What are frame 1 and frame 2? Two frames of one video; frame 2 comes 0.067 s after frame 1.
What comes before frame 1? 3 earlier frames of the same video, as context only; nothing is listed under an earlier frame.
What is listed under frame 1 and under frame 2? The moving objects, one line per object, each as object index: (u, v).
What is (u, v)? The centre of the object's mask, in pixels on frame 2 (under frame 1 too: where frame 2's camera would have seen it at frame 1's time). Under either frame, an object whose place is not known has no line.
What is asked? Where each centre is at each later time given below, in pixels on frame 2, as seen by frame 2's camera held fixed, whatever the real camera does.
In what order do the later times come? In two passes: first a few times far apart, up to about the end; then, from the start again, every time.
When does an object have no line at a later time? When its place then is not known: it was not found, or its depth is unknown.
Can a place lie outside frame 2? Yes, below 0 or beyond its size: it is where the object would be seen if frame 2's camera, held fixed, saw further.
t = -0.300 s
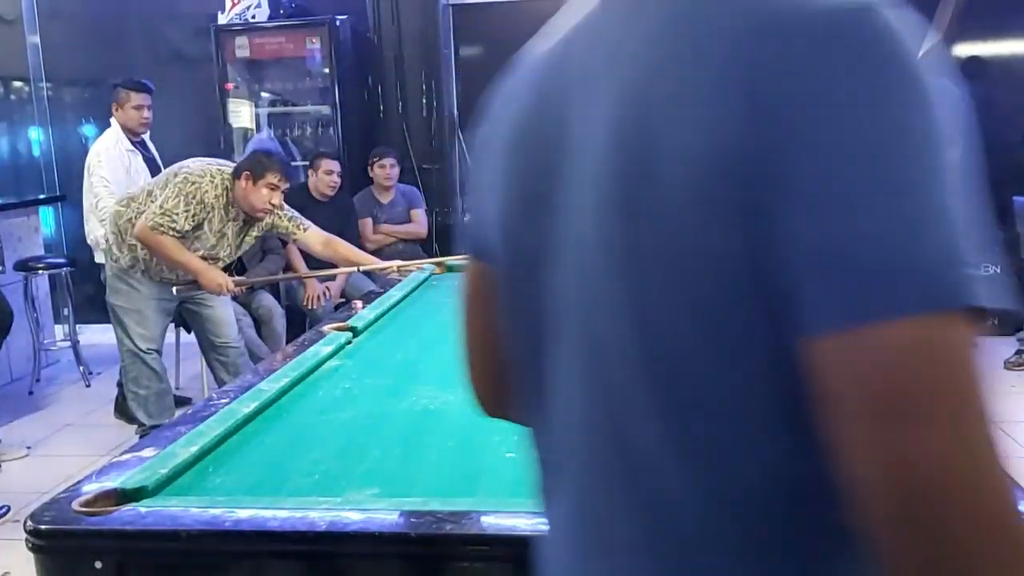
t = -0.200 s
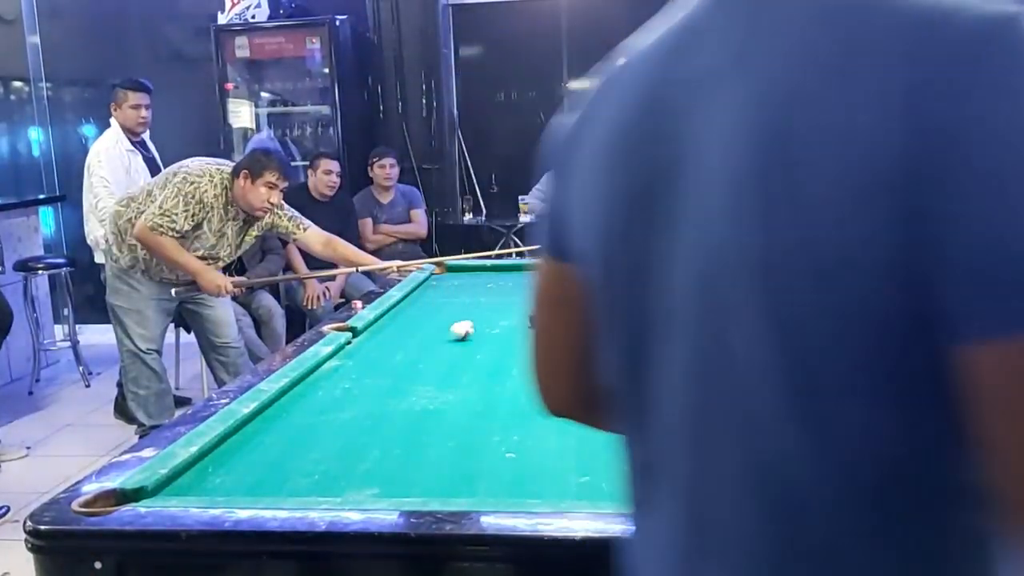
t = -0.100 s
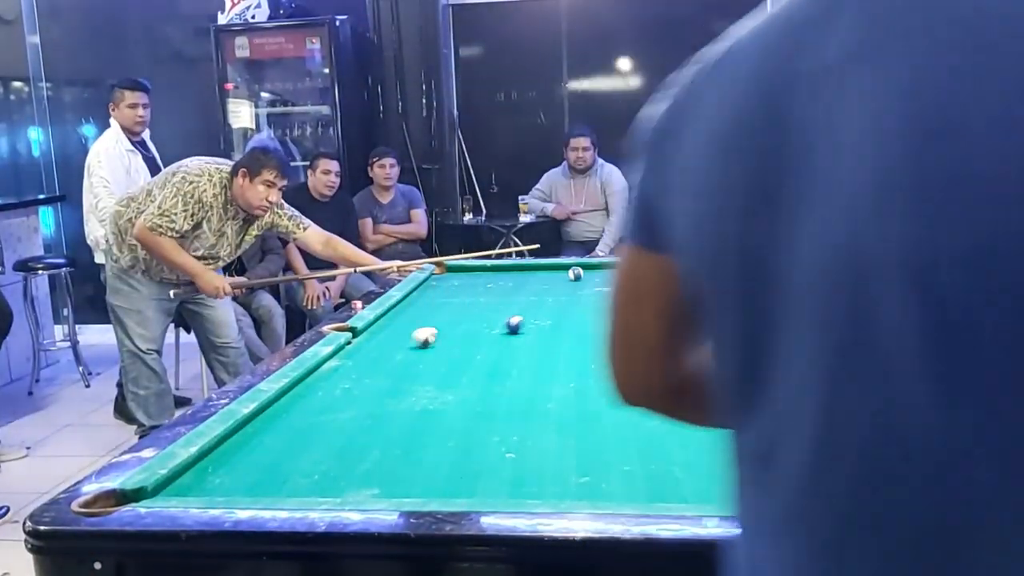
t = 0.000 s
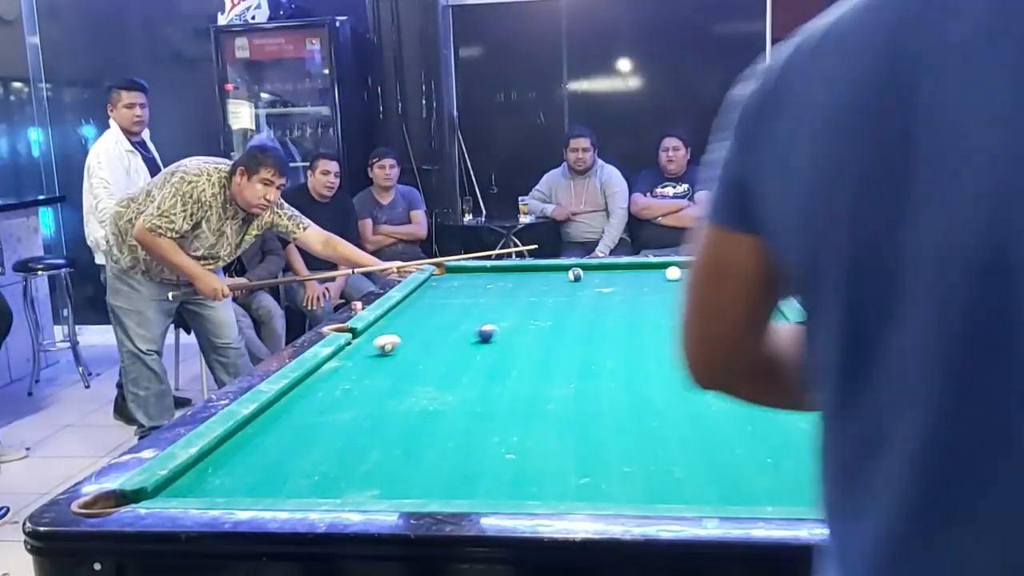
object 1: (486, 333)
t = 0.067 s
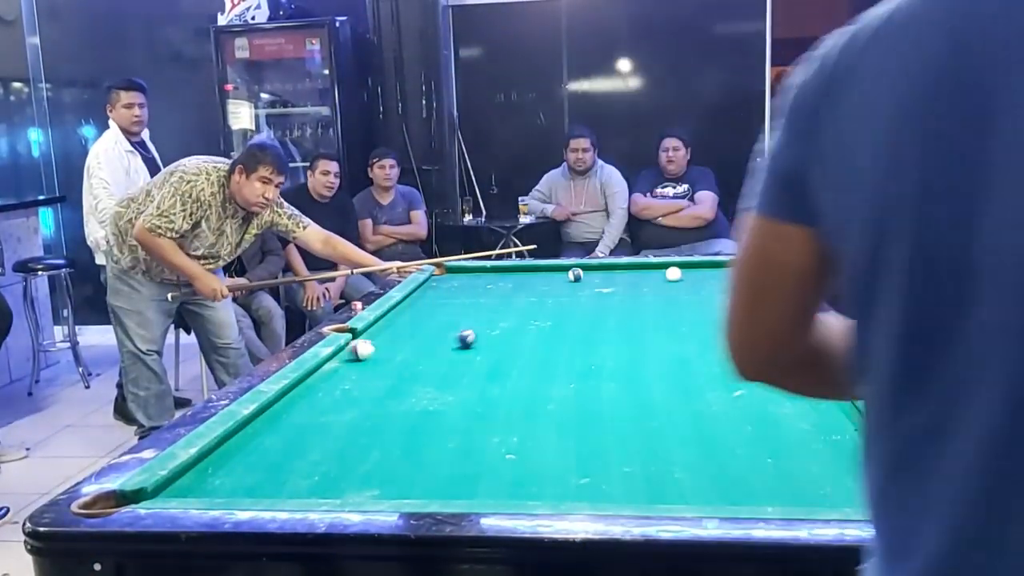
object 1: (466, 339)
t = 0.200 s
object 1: (424, 350)
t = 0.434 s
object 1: (393, 368)
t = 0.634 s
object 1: (391, 384)
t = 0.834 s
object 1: (388, 400)
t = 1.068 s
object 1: (385, 421)
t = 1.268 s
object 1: (382, 439)
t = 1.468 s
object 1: (380, 460)
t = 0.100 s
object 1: (456, 342)
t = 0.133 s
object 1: (446, 344)
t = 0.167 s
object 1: (435, 347)
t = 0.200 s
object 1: (424, 350)
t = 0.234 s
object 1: (412, 353)
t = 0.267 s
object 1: (402, 356)
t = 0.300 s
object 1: (391, 359)
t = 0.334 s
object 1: (392, 361)
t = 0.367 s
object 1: (393, 363)
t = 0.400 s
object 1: (393, 366)
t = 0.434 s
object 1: (393, 368)
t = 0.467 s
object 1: (393, 371)
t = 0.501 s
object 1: (392, 373)
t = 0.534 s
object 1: (392, 376)
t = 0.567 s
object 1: (391, 379)
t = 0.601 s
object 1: (391, 381)
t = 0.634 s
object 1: (391, 384)
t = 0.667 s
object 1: (390, 386)
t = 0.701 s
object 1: (390, 389)
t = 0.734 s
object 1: (389, 392)
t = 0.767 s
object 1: (389, 394)
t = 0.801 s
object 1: (388, 397)
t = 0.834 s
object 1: (388, 400)
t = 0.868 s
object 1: (388, 403)
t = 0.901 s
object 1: (387, 405)
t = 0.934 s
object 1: (387, 408)
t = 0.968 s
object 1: (386, 411)
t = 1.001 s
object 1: (386, 414)
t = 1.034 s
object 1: (385, 417)
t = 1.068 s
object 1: (385, 421)
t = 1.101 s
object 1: (384, 424)
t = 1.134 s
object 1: (384, 427)
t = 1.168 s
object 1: (383, 429)
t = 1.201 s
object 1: (383, 433)
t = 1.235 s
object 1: (382, 436)
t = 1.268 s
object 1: (382, 439)
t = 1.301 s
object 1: (381, 443)
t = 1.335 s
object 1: (381, 446)
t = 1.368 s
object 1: (381, 449)
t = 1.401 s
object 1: (380, 453)
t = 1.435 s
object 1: (380, 456)
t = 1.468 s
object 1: (380, 460)
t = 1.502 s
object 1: (379, 463)
